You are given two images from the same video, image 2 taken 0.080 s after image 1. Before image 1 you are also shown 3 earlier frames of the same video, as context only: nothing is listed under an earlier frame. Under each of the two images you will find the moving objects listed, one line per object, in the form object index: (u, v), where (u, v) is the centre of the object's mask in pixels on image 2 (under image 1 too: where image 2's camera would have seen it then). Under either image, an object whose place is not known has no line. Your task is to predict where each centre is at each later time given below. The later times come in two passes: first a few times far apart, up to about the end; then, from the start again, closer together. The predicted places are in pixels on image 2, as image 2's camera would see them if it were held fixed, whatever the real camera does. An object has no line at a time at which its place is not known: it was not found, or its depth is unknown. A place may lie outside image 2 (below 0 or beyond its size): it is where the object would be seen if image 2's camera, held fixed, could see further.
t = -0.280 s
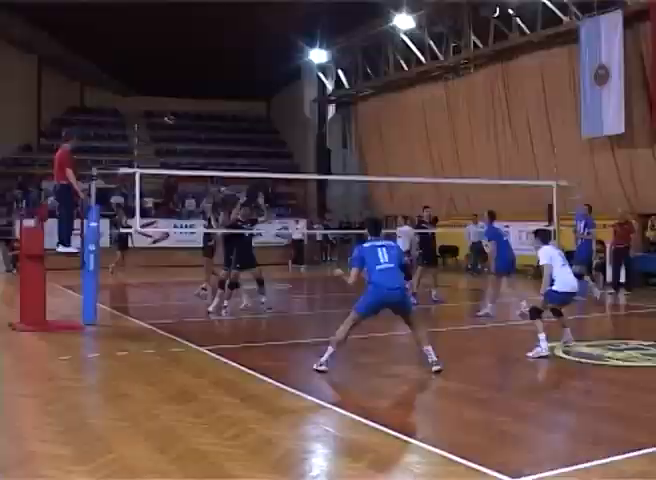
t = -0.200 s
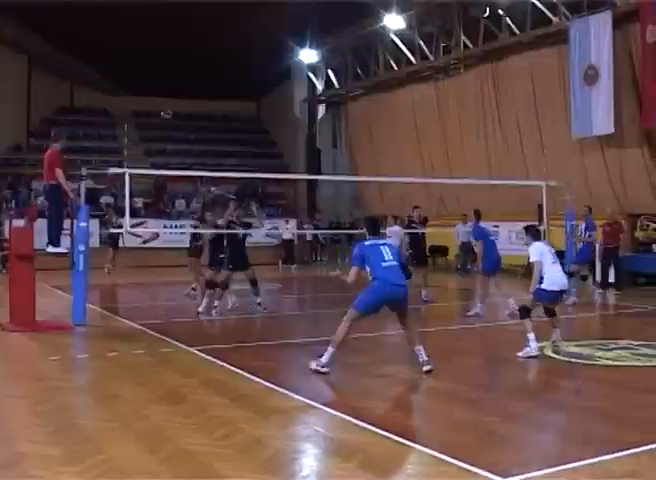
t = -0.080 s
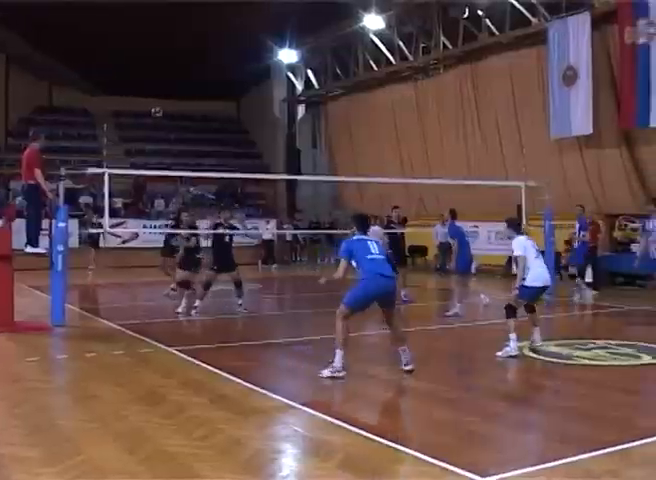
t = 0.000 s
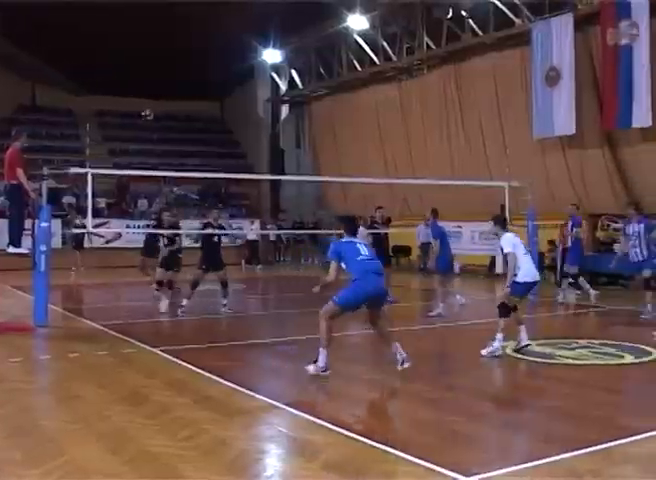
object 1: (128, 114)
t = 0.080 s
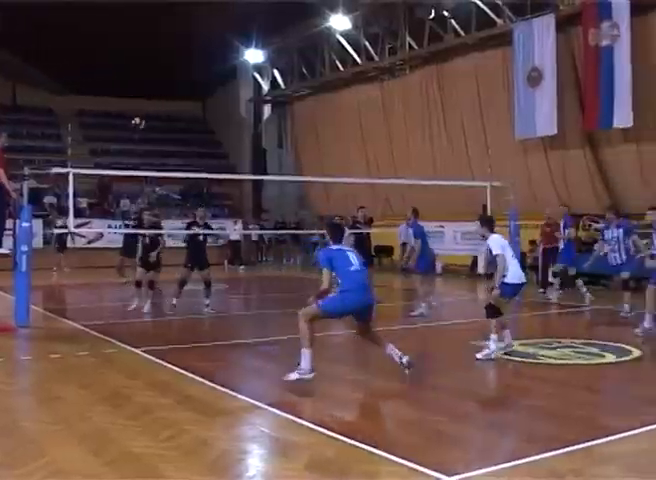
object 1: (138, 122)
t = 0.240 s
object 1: (161, 159)
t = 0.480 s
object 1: (204, 288)
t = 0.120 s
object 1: (143, 129)
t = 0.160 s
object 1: (148, 138)
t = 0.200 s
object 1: (154, 148)
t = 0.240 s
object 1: (161, 159)
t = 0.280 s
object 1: (168, 175)
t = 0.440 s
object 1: (198, 259)
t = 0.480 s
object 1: (204, 288)
